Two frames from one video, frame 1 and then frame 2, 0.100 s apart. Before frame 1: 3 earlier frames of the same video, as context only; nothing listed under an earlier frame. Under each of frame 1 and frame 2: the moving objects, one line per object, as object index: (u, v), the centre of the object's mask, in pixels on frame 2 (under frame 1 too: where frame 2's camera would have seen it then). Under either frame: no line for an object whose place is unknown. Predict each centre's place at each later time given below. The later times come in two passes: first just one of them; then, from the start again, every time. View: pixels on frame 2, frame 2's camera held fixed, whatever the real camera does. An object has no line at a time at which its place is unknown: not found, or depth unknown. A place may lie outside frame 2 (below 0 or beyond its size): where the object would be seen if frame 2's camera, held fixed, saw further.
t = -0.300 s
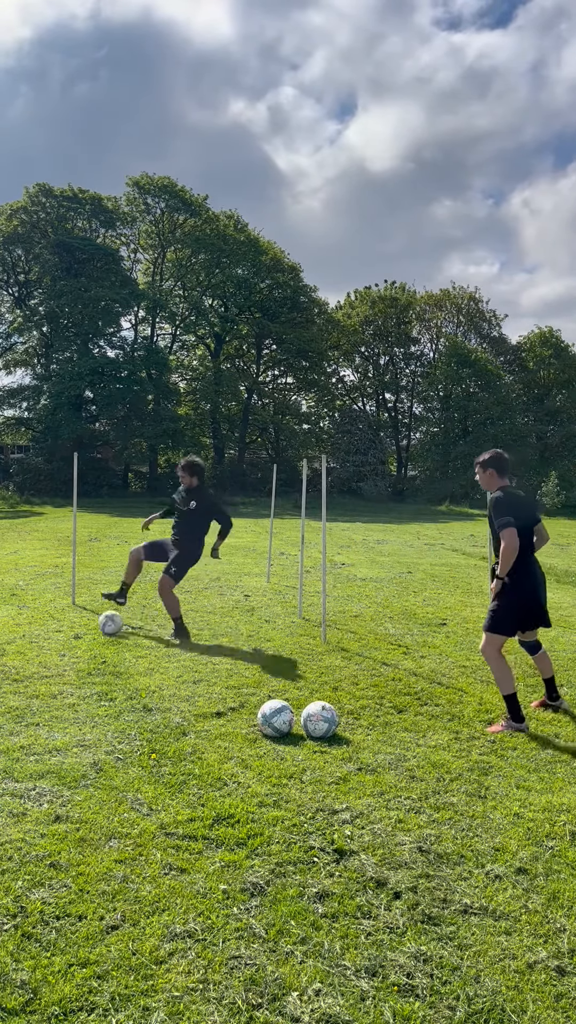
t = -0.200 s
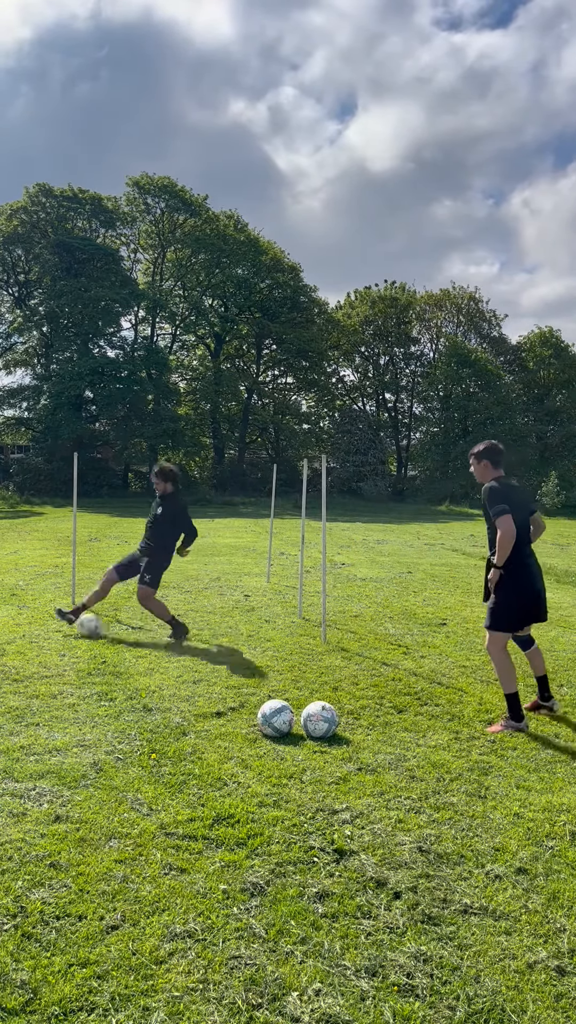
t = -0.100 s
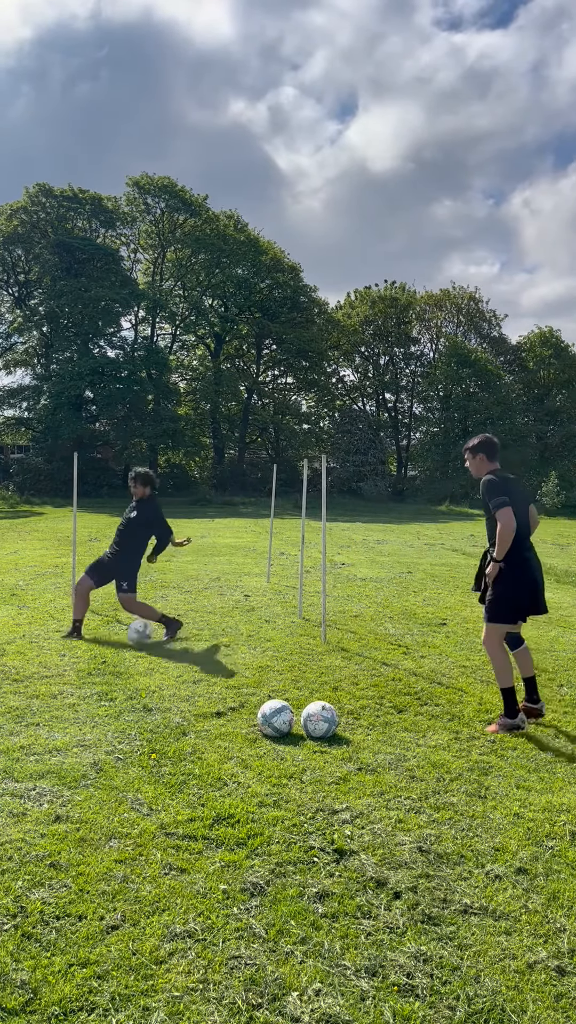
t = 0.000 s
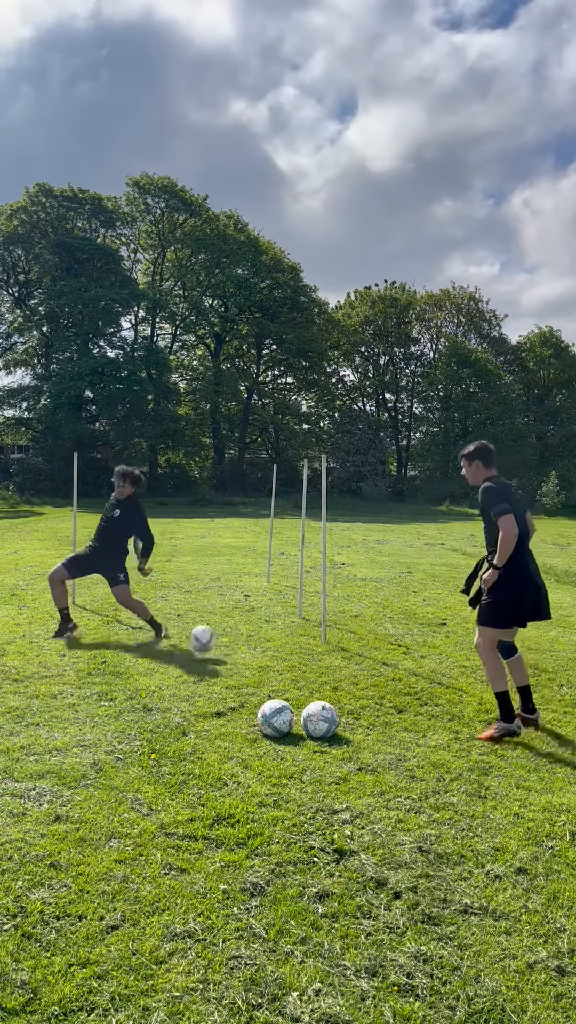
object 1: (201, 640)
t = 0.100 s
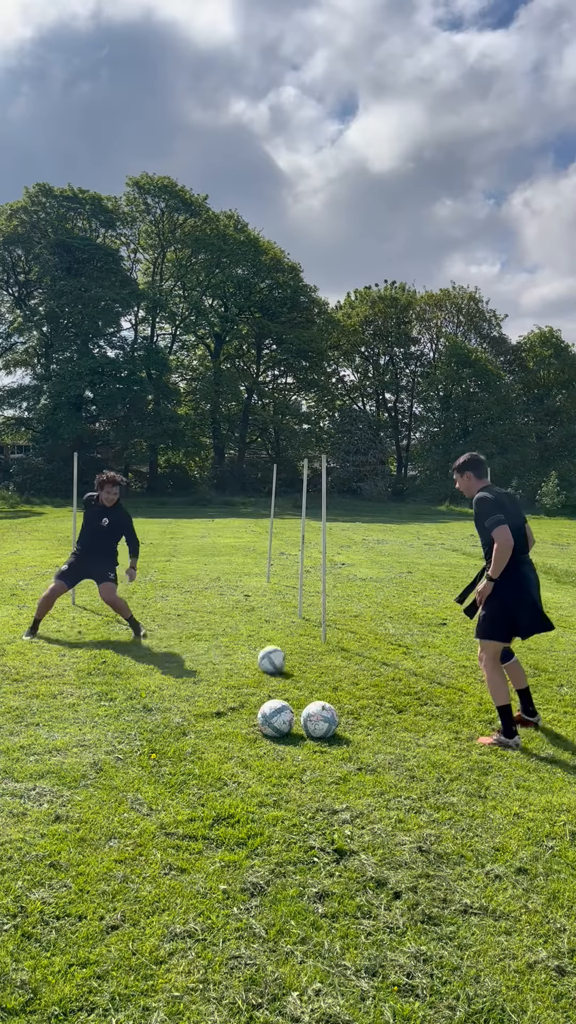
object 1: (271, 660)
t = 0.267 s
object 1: (383, 677)
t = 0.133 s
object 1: (293, 664)
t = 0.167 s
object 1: (315, 665)
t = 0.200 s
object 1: (336, 667)
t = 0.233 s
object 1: (360, 672)
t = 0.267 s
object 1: (383, 677)
